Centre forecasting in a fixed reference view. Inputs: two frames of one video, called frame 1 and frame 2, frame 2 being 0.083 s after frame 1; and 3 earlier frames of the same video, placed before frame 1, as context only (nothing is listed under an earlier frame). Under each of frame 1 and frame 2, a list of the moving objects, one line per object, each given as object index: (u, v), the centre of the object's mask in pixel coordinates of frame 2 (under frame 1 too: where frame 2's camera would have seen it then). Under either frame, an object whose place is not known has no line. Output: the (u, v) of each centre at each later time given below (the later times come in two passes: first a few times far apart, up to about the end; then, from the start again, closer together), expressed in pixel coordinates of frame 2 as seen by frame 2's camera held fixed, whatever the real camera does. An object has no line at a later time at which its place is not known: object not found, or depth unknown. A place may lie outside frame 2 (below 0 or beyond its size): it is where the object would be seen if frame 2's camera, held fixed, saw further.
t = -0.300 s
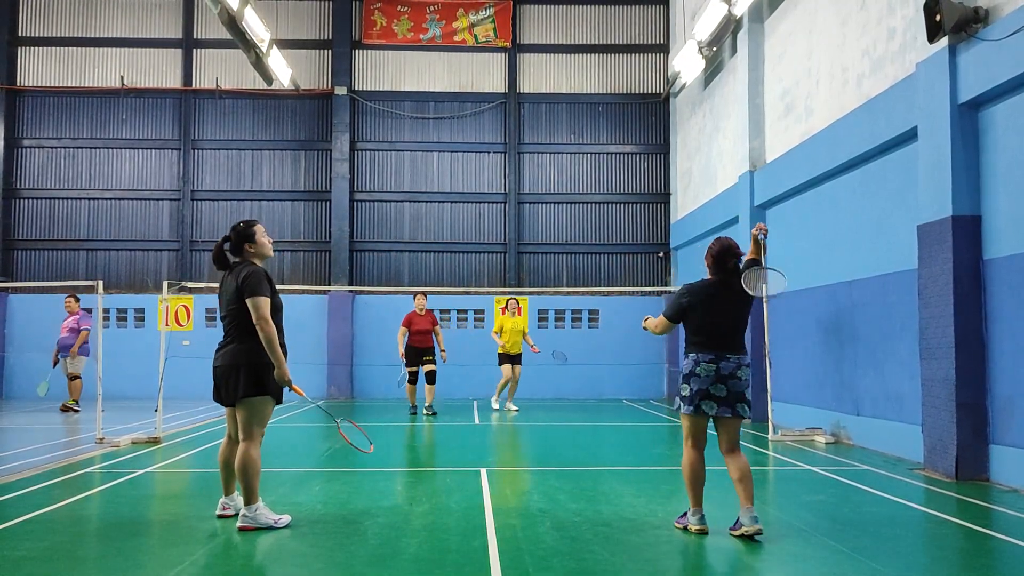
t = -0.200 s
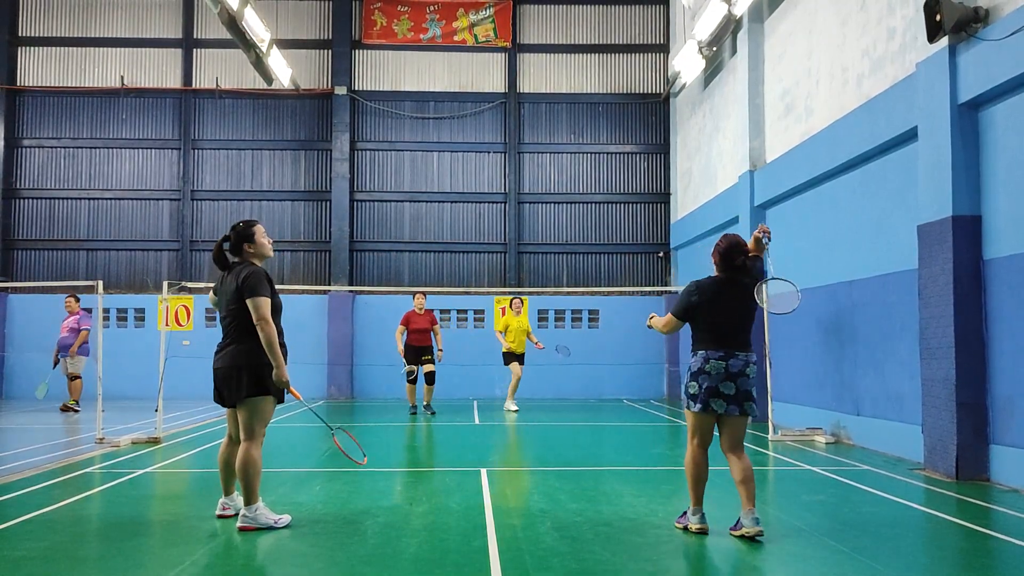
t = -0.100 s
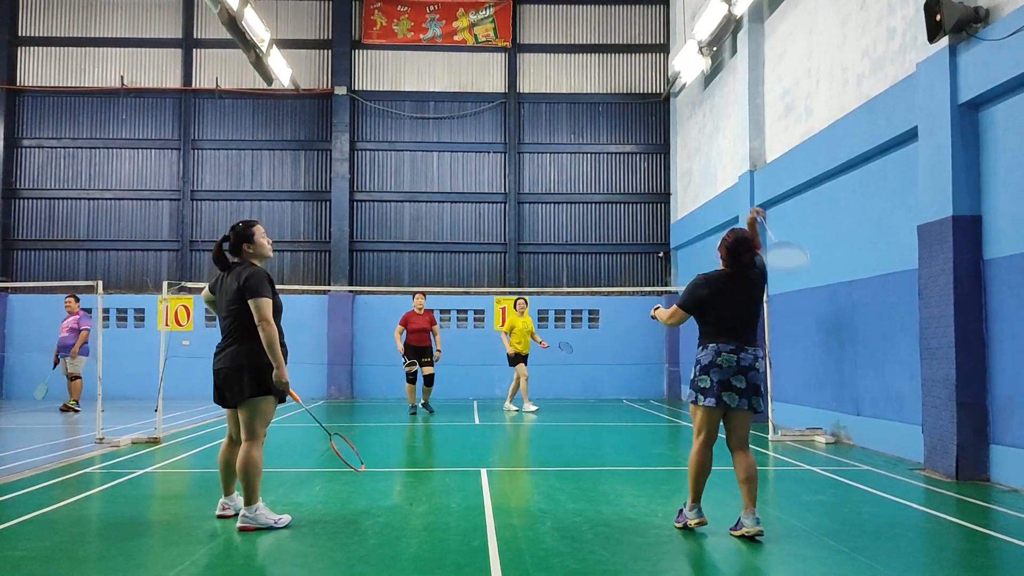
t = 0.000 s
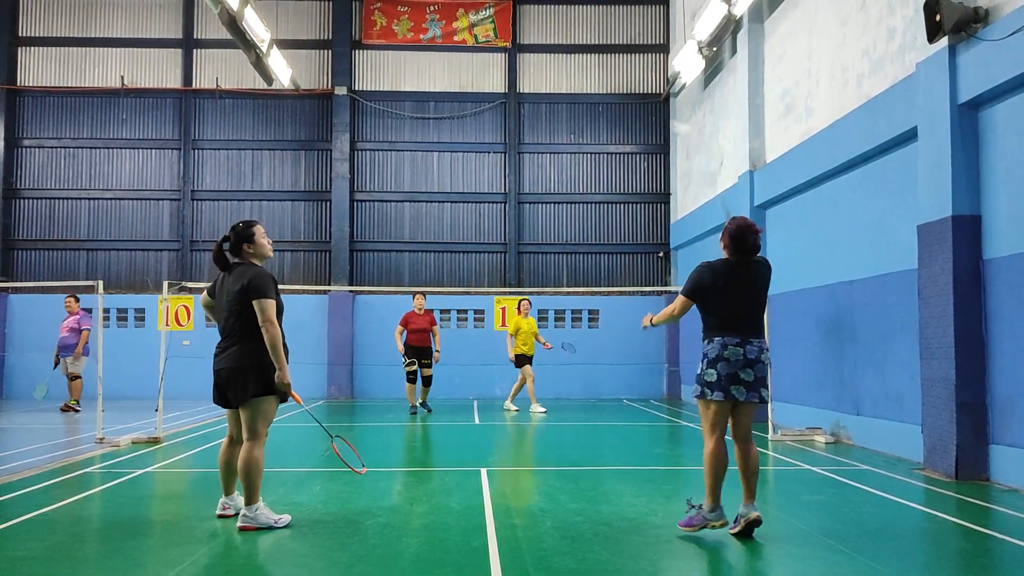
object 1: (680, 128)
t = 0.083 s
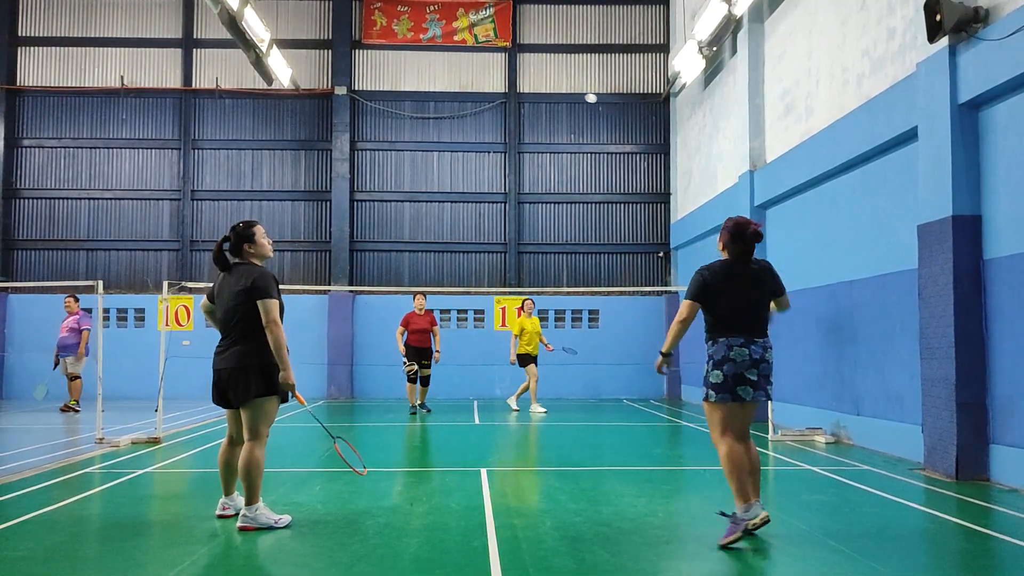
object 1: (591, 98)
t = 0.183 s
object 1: (545, 92)
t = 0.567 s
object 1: (488, 137)
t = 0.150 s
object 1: (557, 92)
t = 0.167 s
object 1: (550, 92)
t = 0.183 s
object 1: (545, 92)
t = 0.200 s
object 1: (540, 92)
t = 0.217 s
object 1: (535, 93)
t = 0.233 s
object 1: (531, 94)
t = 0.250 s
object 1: (527, 94)
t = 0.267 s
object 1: (524, 95)
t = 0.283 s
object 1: (520, 97)
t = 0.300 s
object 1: (517, 98)
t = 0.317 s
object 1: (514, 100)
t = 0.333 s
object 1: (512, 101)
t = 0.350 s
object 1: (509, 103)
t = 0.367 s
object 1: (507, 105)
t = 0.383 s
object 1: (505, 107)
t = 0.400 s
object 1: (502, 109)
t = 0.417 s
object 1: (501, 111)
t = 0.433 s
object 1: (499, 114)
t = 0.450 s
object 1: (497, 116)
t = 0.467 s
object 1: (496, 119)
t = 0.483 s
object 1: (494, 122)
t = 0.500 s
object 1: (492, 124)
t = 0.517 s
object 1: (491, 127)
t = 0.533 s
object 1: (490, 130)
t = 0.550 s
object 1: (489, 133)
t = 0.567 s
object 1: (488, 137)
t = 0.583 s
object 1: (487, 139)
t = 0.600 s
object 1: (485, 143)
